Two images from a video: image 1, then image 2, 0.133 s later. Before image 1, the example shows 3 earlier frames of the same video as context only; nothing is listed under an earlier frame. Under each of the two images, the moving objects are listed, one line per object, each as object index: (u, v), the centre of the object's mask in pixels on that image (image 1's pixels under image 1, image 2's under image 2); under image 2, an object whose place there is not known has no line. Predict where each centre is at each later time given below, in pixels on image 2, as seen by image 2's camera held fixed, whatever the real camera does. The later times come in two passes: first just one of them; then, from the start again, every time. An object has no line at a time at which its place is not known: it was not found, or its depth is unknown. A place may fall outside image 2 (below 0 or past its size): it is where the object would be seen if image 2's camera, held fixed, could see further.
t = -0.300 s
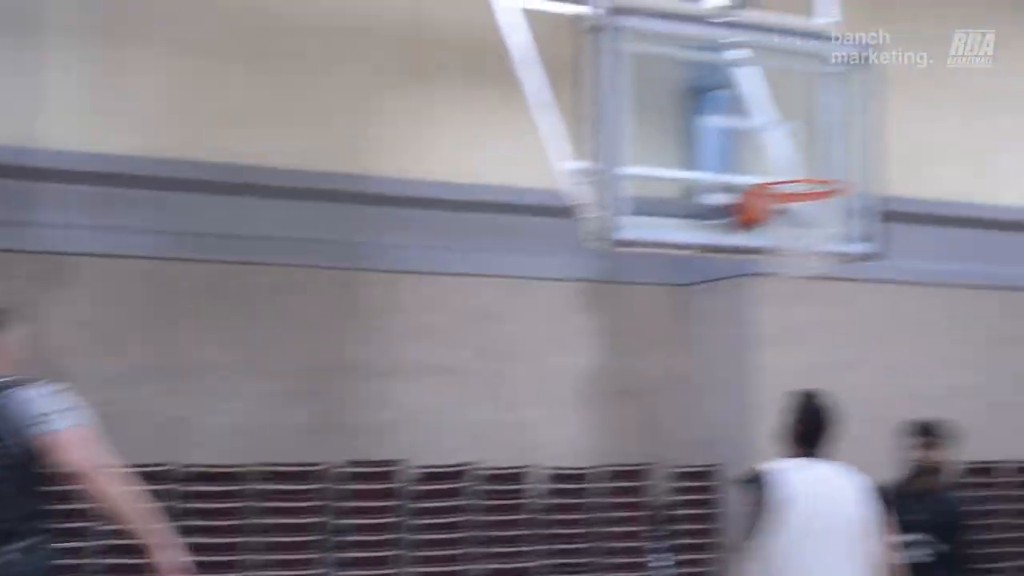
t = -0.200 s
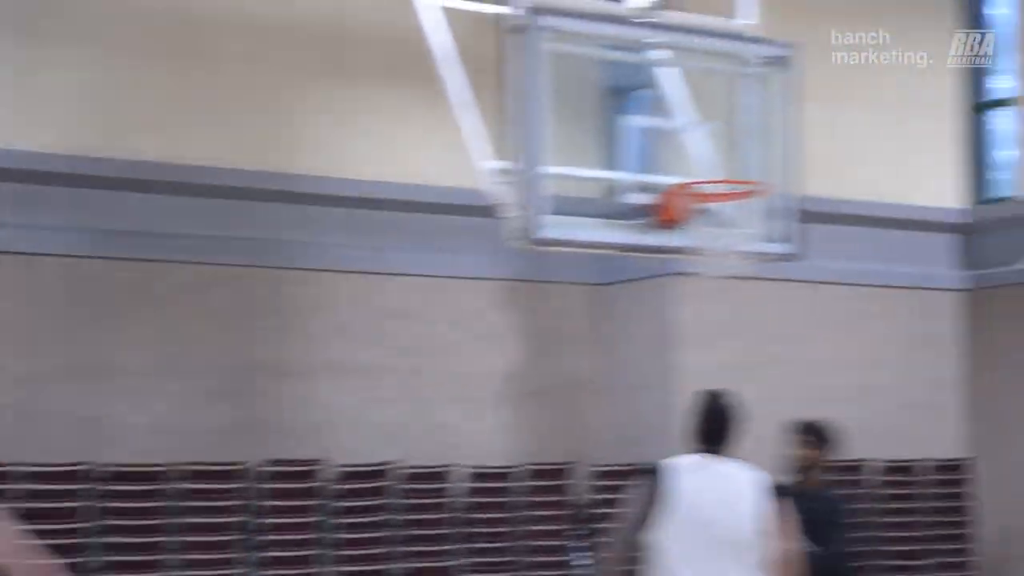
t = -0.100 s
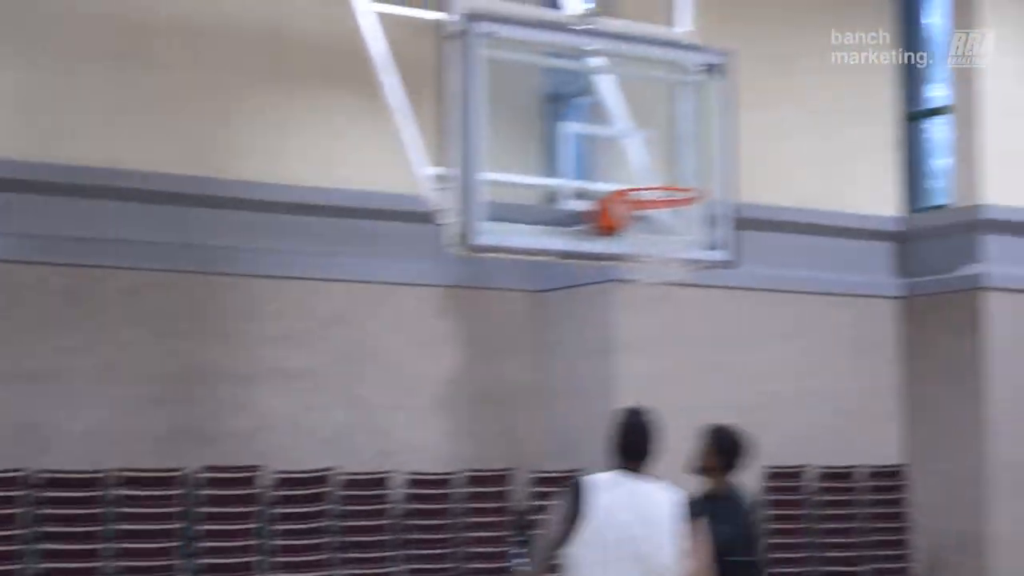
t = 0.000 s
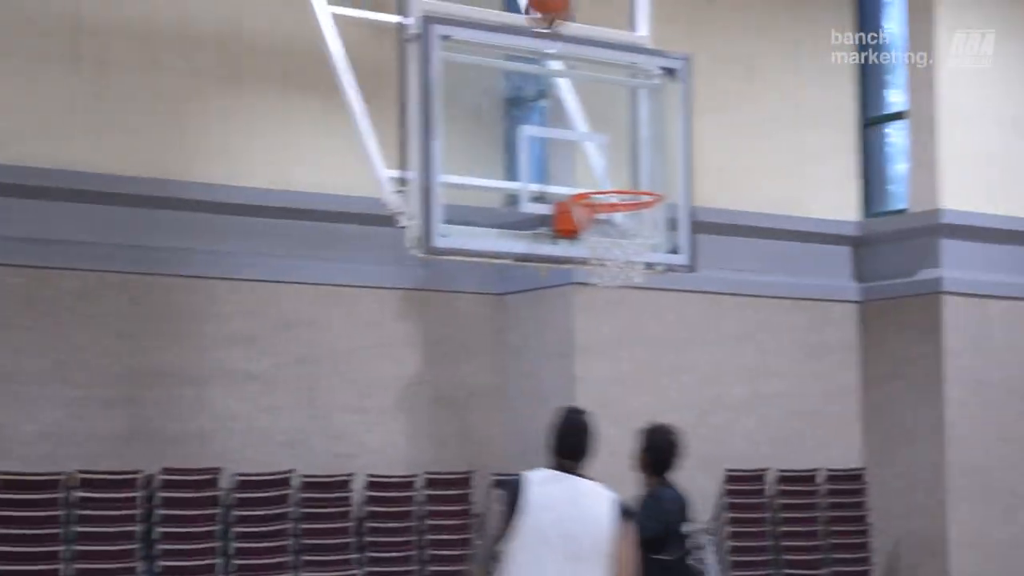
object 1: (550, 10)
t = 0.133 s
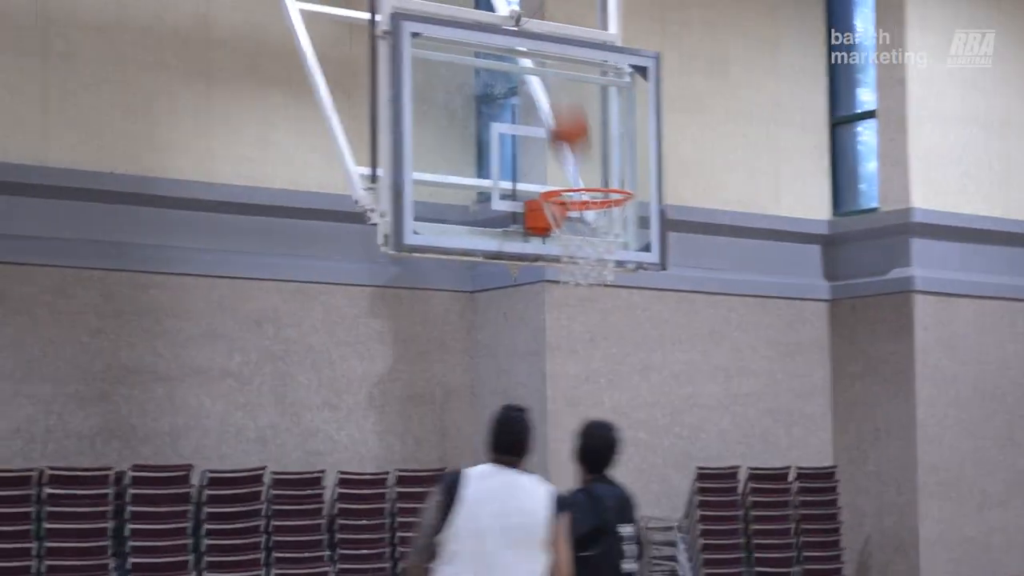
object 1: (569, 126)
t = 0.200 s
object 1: (589, 164)
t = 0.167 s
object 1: (580, 163)
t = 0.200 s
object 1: (589, 164)
